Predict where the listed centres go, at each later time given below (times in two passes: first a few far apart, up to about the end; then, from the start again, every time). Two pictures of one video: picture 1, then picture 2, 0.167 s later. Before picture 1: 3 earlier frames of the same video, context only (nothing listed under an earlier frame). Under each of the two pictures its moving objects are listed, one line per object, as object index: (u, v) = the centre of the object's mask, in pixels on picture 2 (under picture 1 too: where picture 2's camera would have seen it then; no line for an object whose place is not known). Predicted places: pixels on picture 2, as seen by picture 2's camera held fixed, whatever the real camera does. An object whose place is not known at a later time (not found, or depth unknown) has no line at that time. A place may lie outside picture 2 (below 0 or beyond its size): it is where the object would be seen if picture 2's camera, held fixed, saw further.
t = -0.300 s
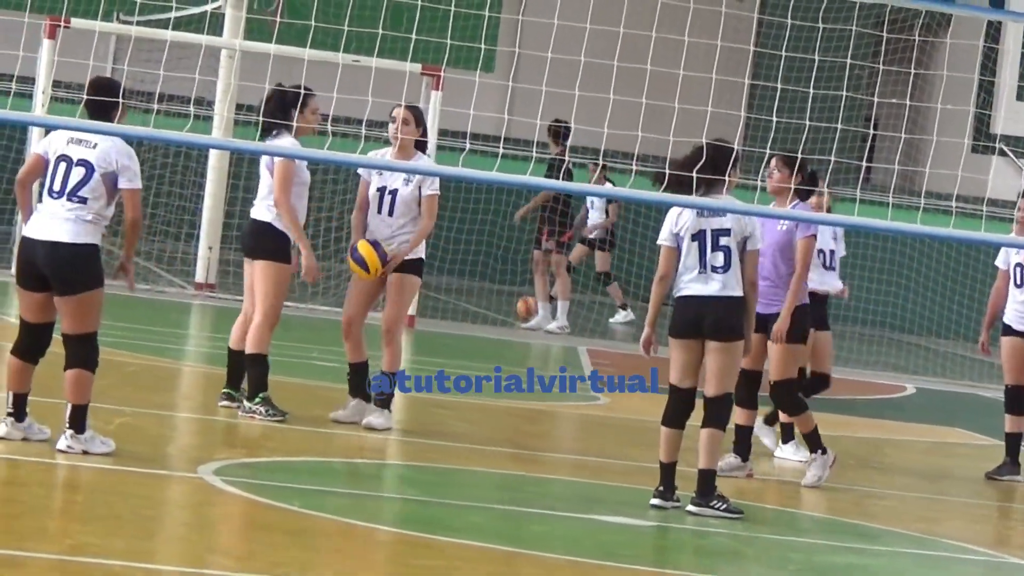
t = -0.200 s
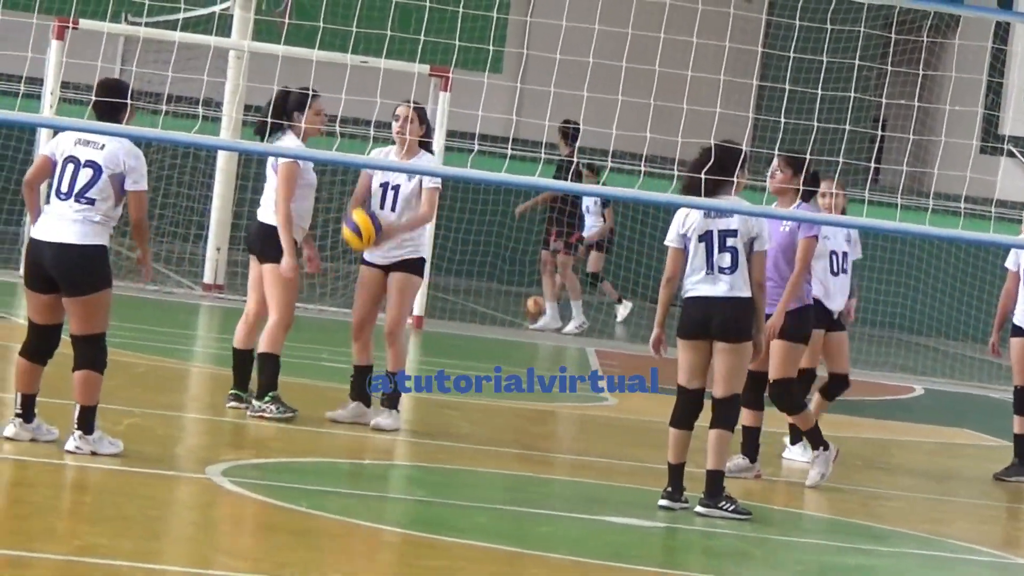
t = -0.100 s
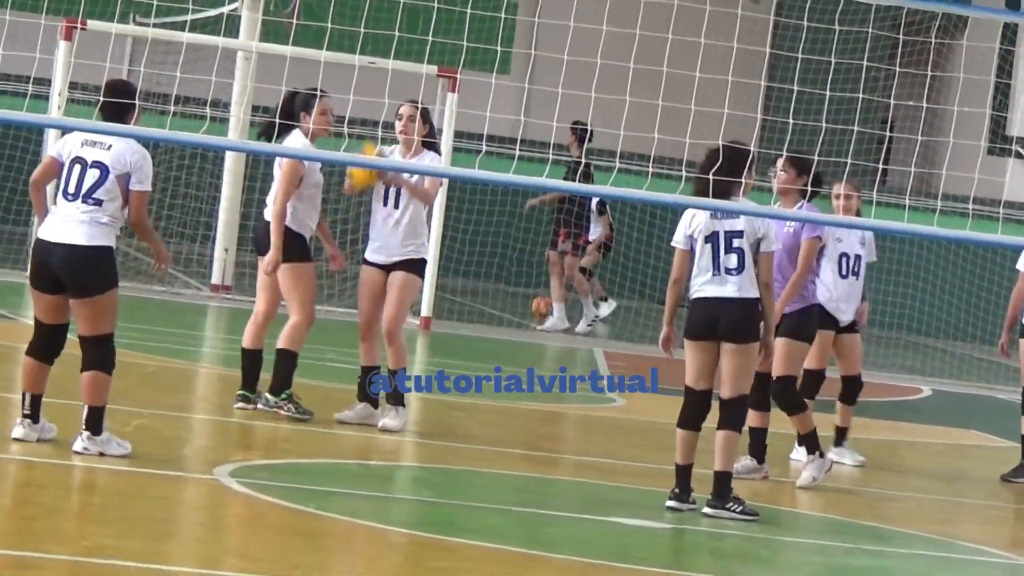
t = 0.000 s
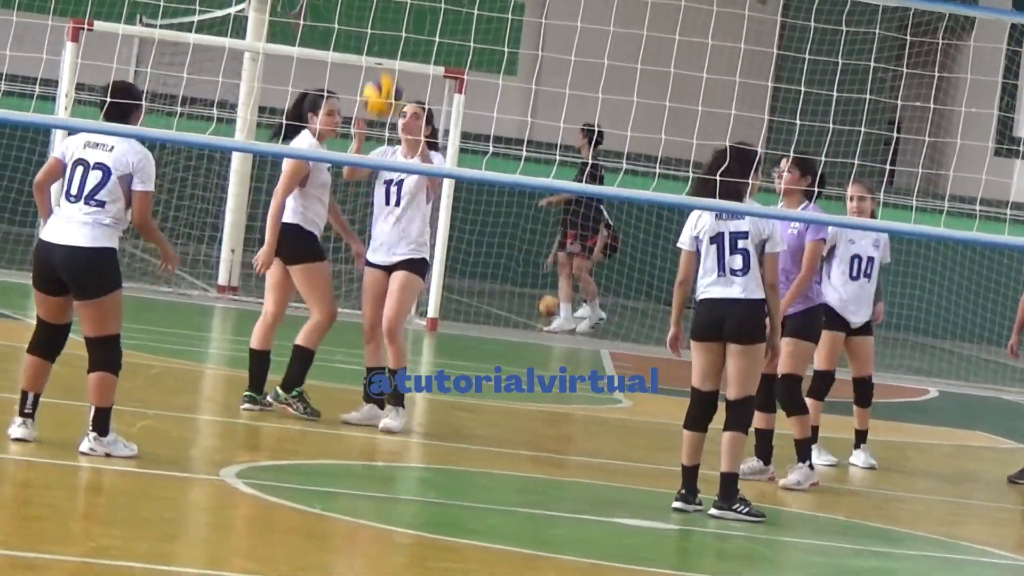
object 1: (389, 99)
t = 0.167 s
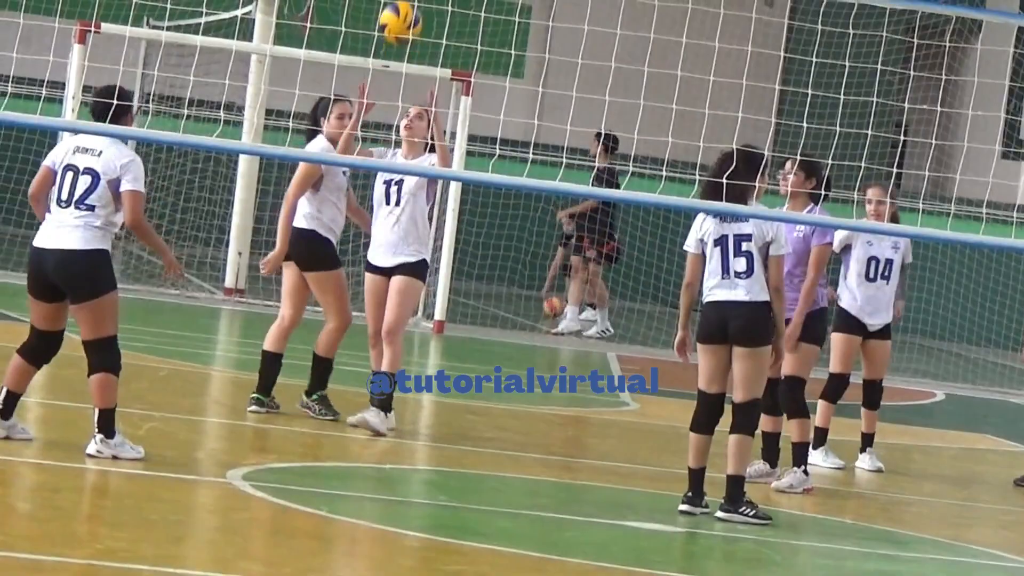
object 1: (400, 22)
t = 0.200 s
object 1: (402, 16)
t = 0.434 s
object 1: (403, 16)
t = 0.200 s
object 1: (402, 16)
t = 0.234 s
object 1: (403, 12)
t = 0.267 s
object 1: (404, 10)
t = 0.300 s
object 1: (404, 9)
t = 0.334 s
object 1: (404, 9)
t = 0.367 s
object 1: (404, 10)
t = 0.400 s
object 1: (404, 12)
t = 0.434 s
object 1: (403, 16)
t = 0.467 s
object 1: (402, 21)
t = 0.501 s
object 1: (401, 32)
